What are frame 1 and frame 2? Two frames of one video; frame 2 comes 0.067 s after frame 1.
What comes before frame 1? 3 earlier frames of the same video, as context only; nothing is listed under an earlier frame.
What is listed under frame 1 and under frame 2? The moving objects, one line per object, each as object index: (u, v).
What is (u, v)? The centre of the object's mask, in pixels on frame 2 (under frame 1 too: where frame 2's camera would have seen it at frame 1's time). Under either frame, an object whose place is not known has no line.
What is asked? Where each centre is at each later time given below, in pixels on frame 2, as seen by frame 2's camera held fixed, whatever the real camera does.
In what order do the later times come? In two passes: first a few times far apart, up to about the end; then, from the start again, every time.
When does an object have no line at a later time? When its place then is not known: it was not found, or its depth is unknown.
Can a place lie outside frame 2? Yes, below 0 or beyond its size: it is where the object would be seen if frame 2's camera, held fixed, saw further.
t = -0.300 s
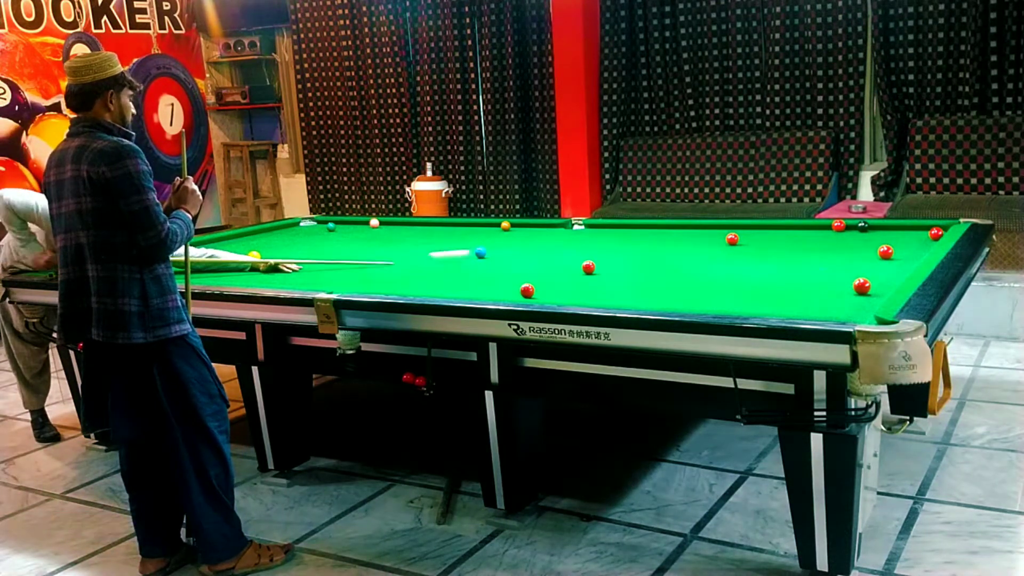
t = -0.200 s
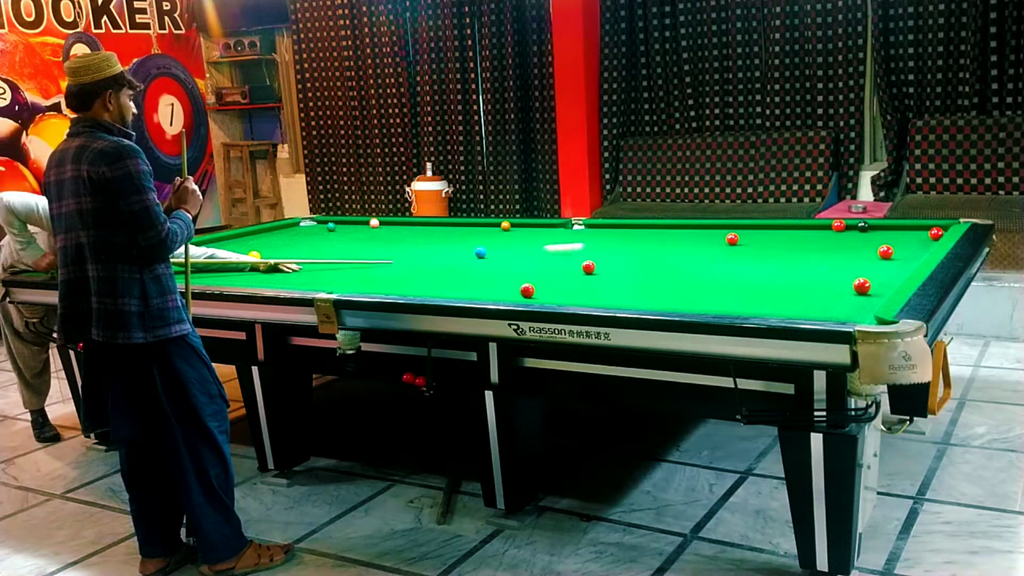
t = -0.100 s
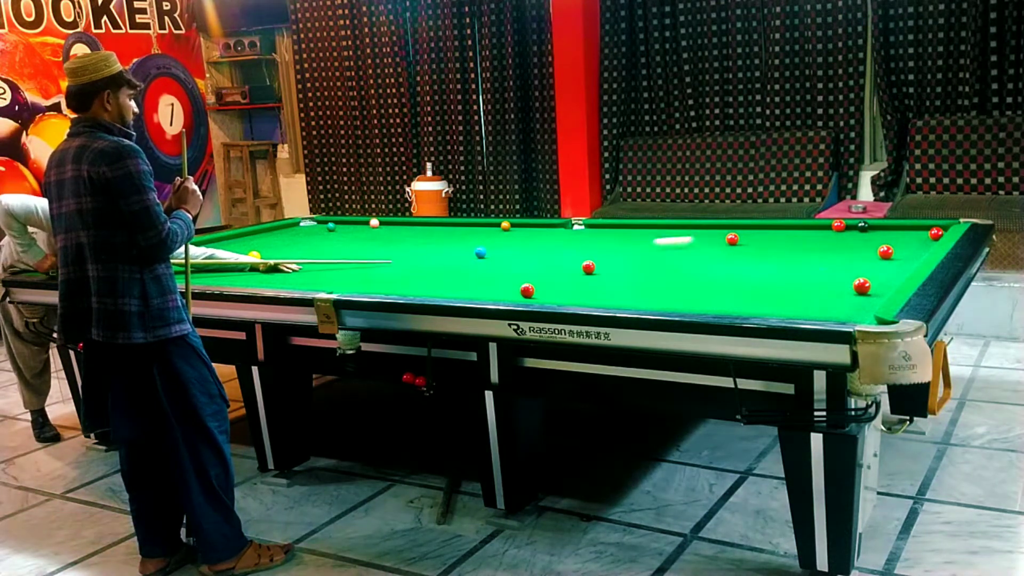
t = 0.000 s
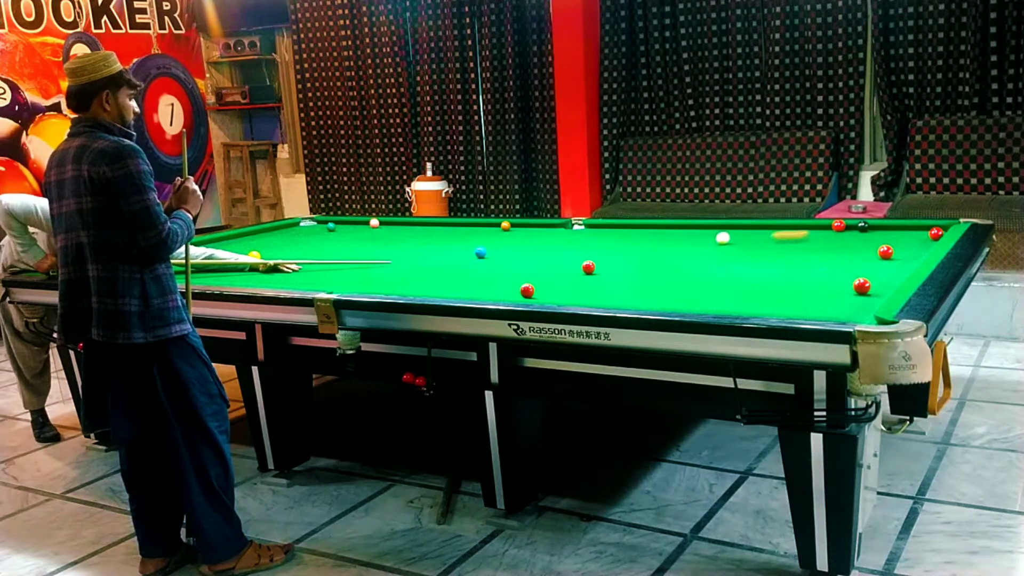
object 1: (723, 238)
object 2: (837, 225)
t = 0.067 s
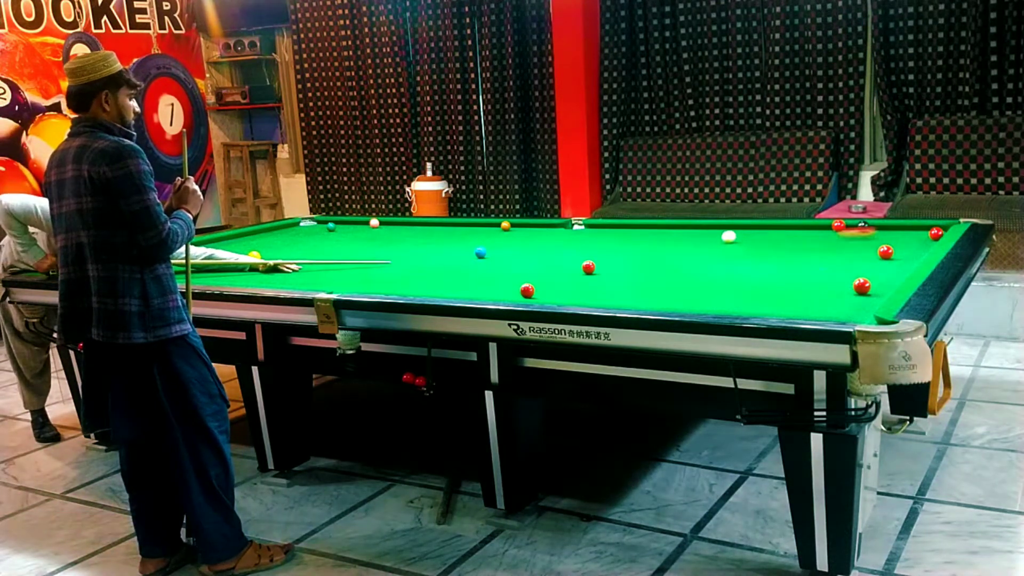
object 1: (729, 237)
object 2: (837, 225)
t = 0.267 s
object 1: (754, 233)
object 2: (837, 225)
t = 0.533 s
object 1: (785, 228)
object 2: (801, 225)
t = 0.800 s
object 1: (771, 229)
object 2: (787, 227)
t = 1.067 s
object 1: (753, 232)
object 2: (778, 229)
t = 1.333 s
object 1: (737, 234)
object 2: (770, 232)
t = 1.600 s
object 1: (722, 236)
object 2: (763, 233)
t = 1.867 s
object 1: (709, 238)
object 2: (756, 234)
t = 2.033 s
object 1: (702, 239)
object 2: (753, 235)
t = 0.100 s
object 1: (733, 236)
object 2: (837, 225)
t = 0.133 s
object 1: (737, 235)
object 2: (837, 225)
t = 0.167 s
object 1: (741, 235)
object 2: (837, 225)
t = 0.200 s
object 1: (745, 234)
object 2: (837, 225)
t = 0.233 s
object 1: (750, 233)
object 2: (837, 225)
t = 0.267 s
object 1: (754, 233)
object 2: (837, 225)
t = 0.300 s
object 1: (758, 232)
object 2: (837, 225)
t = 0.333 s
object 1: (762, 231)
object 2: (834, 225)
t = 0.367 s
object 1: (766, 231)
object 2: (829, 225)
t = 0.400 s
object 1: (770, 230)
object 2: (822, 225)
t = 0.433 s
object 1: (774, 230)
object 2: (817, 225)
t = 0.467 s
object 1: (777, 229)
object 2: (811, 225)
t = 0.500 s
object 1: (781, 228)
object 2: (806, 225)
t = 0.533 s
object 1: (785, 228)
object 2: (801, 225)
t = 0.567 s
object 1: (786, 227)
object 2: (798, 225)
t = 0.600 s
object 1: (784, 228)
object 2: (796, 225)
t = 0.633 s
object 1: (783, 228)
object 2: (794, 226)
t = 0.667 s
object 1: (780, 228)
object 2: (792, 226)
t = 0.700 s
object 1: (778, 228)
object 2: (791, 226)
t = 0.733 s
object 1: (775, 229)
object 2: (789, 227)
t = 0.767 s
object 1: (773, 229)
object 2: (788, 227)
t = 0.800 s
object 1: (771, 229)
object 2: (787, 227)
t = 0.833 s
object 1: (769, 230)
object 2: (786, 228)
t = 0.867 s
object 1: (766, 230)
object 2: (785, 228)
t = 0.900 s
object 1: (764, 230)
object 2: (784, 228)
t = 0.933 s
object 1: (762, 231)
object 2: (783, 228)
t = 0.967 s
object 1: (760, 231)
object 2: (781, 229)
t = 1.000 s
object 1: (758, 231)
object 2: (780, 229)
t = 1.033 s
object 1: (755, 232)
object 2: (779, 229)
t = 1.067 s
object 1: (753, 232)
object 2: (778, 229)
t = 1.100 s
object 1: (751, 232)
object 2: (777, 230)
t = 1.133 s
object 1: (749, 232)
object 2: (776, 230)
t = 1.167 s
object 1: (747, 233)
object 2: (775, 230)
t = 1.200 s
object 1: (745, 233)
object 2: (774, 231)
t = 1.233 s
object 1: (743, 233)
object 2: (773, 231)
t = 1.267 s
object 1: (741, 234)
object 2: (772, 231)
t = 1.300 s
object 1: (739, 234)
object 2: (771, 231)
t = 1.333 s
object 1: (737, 234)
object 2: (770, 232)
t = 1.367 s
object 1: (735, 234)
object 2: (769, 232)
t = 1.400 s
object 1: (733, 235)
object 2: (768, 232)
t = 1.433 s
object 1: (732, 235)
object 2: (767, 232)
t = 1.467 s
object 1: (729, 235)
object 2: (766, 232)
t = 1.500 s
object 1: (728, 236)
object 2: (765, 233)
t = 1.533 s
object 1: (726, 236)
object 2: (764, 233)
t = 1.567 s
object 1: (724, 236)
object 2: (763, 233)
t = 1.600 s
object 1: (722, 236)
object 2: (763, 233)
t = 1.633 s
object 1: (721, 236)
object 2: (762, 233)
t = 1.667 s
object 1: (719, 237)
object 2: (761, 233)
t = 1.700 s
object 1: (717, 237)
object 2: (760, 234)
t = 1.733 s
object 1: (716, 237)
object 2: (759, 234)
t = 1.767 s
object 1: (714, 237)
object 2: (758, 234)
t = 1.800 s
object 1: (712, 237)
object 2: (758, 234)
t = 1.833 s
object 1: (711, 238)
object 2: (757, 234)
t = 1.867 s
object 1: (709, 238)
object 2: (756, 234)
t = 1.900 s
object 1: (708, 238)
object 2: (755, 235)
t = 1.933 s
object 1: (706, 238)
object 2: (755, 235)
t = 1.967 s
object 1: (705, 239)
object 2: (754, 235)
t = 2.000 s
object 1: (703, 239)
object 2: (753, 235)
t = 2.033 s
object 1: (702, 239)
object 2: (753, 235)
